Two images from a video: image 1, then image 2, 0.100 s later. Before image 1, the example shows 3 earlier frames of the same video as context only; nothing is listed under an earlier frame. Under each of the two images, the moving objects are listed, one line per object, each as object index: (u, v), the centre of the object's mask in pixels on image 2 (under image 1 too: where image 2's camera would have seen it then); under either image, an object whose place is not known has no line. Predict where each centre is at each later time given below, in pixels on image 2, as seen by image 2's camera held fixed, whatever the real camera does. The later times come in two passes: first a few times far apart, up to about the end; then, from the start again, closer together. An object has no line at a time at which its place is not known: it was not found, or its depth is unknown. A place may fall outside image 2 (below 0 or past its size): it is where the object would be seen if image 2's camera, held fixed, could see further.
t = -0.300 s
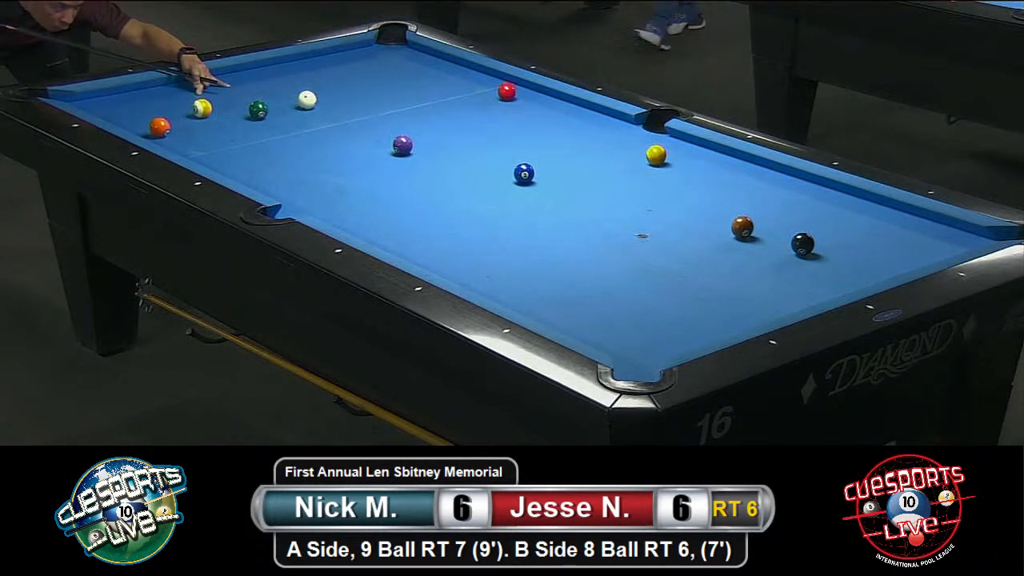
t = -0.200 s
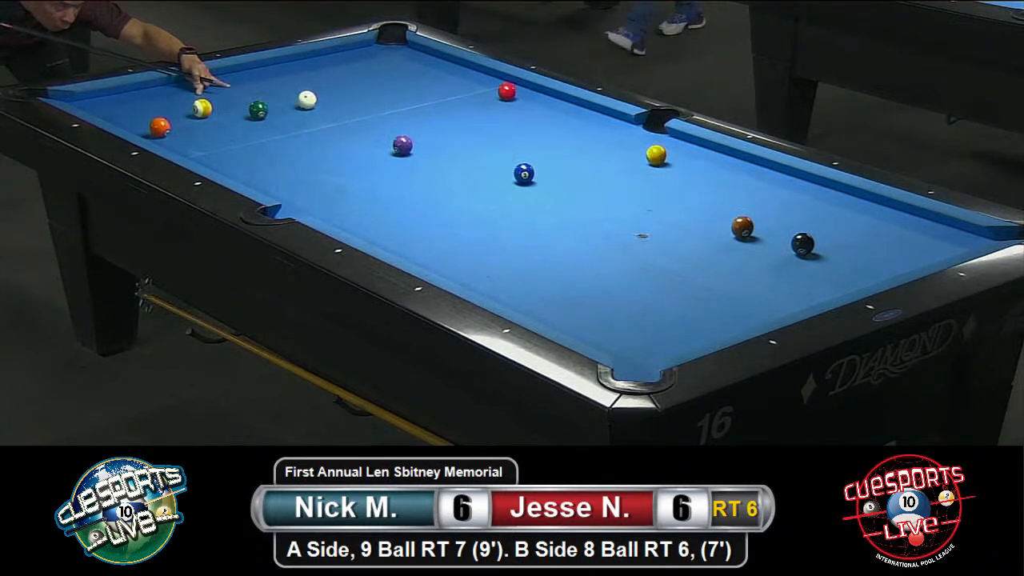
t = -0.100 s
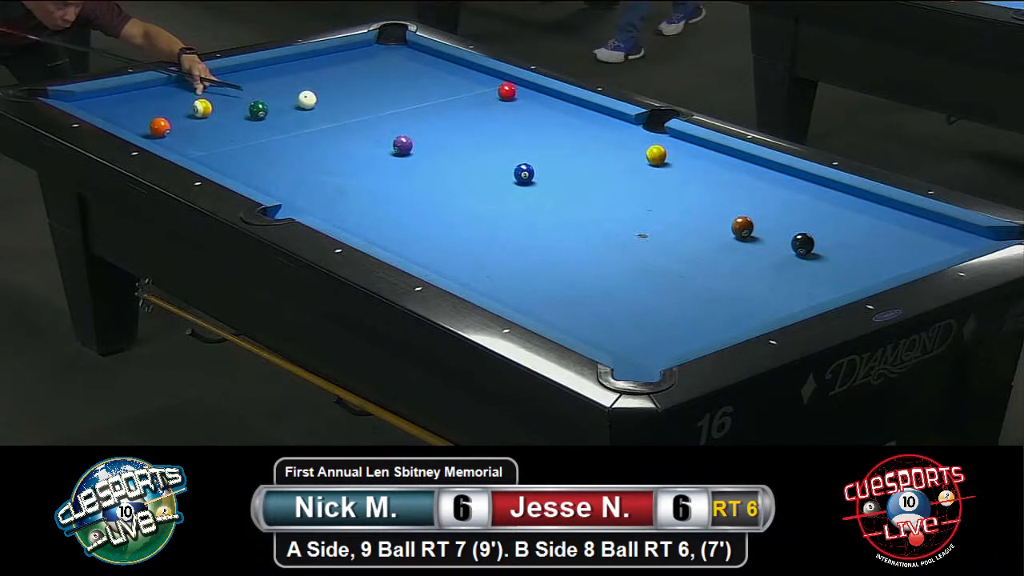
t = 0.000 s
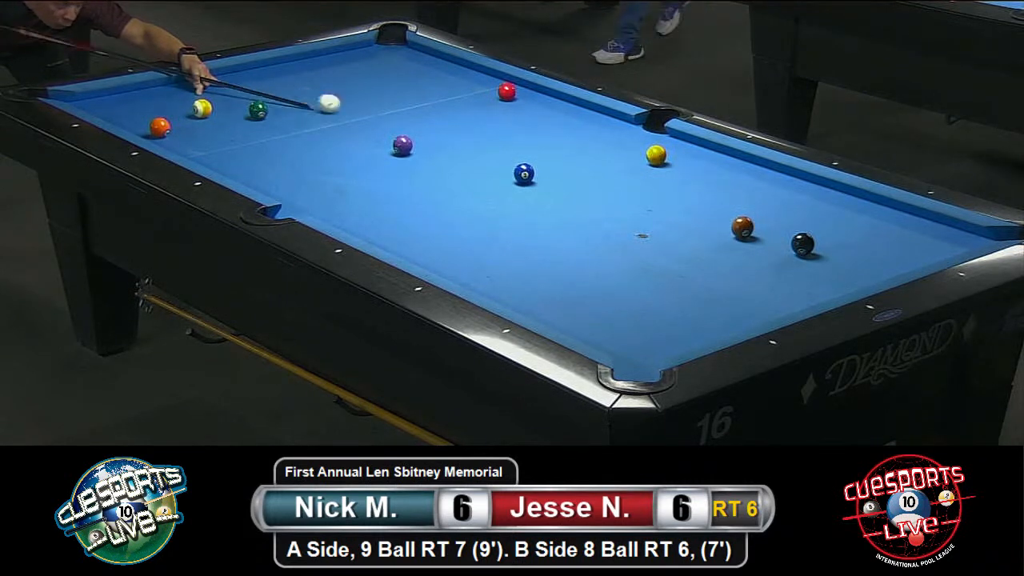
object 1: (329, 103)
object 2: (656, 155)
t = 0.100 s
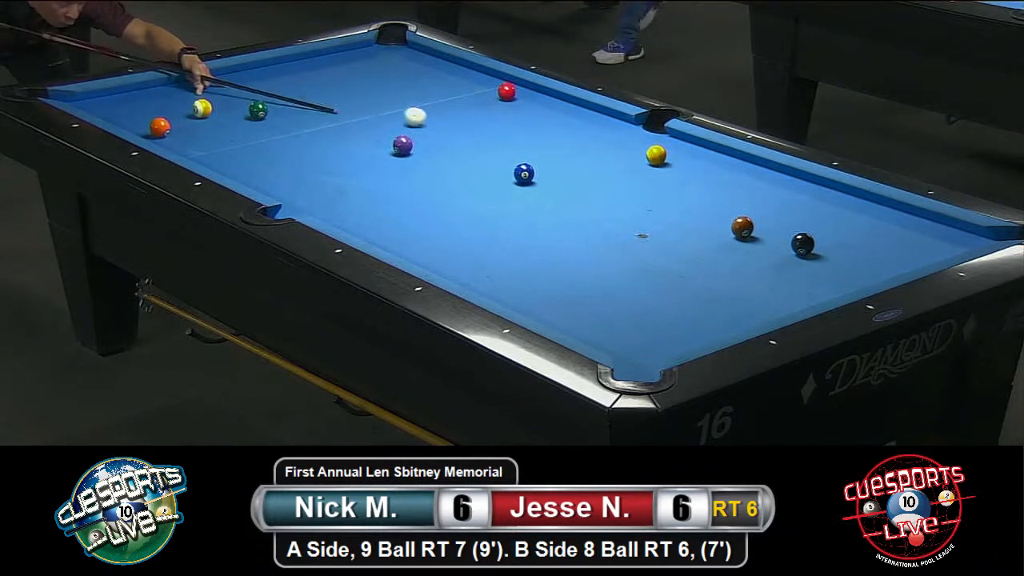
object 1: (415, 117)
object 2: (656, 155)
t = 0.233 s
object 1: (522, 133)
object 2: (656, 155)
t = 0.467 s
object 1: (647, 149)
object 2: (693, 164)
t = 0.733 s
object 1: (670, 143)
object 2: (812, 193)
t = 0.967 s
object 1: (681, 139)
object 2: (917, 217)
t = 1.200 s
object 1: (667, 141)
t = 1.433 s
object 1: (654, 143)
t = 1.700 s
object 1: (641, 146)
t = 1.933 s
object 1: (631, 147)
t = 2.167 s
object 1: (623, 148)
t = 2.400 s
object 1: (616, 150)
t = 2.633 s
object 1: (610, 151)
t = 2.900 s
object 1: (606, 152)
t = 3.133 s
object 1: (603, 152)
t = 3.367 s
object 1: (602, 152)
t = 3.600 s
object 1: (603, 152)
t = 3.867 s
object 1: (603, 152)
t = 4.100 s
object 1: (603, 152)
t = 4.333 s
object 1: (603, 152)
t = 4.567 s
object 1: (603, 152)
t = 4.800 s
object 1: (603, 152)
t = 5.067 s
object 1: (603, 152)
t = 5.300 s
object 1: (603, 152)
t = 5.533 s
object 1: (603, 152)
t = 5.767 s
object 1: (603, 152)
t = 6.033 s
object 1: (603, 152)
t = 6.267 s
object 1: (603, 152)
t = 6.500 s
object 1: (603, 152)
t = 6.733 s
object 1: (603, 152)
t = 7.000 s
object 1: (603, 152)
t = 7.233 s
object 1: (603, 152)
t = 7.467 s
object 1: (603, 152)
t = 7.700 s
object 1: (603, 152)
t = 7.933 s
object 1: (603, 152)
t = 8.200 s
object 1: (603, 152)
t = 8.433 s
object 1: (603, 152)
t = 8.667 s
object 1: (603, 152)
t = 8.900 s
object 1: (603, 152)
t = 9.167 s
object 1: (603, 152)
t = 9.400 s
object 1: (603, 152)
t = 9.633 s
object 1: (603, 152)
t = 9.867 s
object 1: (603, 152)
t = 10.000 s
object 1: (603, 152)
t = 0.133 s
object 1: (443, 121)
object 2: (656, 155)
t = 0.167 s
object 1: (469, 125)
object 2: (656, 155)
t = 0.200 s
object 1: (496, 129)
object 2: (656, 155)
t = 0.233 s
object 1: (522, 133)
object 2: (656, 155)
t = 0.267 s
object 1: (547, 137)
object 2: (656, 155)
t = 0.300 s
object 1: (572, 140)
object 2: (656, 155)
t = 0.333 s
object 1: (595, 144)
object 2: (656, 155)
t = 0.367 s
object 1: (619, 147)
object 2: (656, 155)
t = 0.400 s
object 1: (639, 151)
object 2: (658, 155)
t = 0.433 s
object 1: (644, 150)
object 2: (675, 160)
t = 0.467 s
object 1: (647, 149)
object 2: (693, 164)
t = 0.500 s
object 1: (650, 148)
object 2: (709, 168)
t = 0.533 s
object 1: (653, 147)
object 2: (725, 172)
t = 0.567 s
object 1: (656, 147)
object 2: (741, 176)
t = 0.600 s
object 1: (659, 146)
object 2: (755, 179)
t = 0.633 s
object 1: (662, 145)
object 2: (769, 183)
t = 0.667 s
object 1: (665, 144)
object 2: (784, 186)
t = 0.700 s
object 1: (668, 143)
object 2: (798, 190)
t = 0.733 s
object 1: (670, 143)
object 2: (812, 193)
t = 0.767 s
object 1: (673, 142)
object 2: (827, 196)
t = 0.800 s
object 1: (676, 141)
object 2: (842, 199)
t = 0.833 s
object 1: (679, 140)
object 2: (856, 203)
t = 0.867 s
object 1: (681, 140)
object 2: (871, 206)
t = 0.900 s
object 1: (684, 139)
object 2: (887, 210)
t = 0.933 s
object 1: (683, 139)
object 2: (902, 214)
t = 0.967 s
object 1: (681, 139)
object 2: (917, 217)
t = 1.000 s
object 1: (679, 139)
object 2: (934, 221)
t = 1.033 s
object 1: (677, 140)
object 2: (949, 224)
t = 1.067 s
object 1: (675, 140)
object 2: (966, 229)
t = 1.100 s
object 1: (673, 141)
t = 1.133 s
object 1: (671, 141)
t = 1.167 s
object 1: (669, 141)
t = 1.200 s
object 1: (667, 141)
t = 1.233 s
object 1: (665, 142)
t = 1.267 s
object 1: (663, 142)
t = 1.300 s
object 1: (661, 142)
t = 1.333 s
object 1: (659, 142)
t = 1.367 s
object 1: (658, 143)
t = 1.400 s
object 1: (656, 143)
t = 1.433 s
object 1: (654, 143)
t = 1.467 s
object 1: (652, 144)
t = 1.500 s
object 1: (651, 144)
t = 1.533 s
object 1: (649, 144)
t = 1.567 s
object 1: (648, 144)
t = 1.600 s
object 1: (646, 145)
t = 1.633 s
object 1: (645, 145)
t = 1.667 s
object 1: (643, 145)
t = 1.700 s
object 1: (641, 146)
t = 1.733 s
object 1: (640, 146)
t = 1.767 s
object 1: (639, 146)
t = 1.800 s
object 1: (637, 146)
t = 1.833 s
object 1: (635, 147)
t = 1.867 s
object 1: (634, 147)
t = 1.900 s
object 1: (633, 147)
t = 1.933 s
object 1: (631, 147)
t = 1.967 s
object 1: (630, 148)
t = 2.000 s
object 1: (629, 148)
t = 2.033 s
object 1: (627, 148)
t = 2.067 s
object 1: (626, 148)
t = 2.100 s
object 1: (625, 148)
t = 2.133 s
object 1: (624, 148)
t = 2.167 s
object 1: (623, 148)
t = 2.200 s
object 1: (622, 149)
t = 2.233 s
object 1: (621, 149)
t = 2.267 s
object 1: (620, 149)
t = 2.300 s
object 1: (618, 149)
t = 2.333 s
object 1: (617, 149)
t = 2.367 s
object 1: (617, 150)
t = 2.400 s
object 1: (616, 150)
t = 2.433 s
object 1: (615, 150)
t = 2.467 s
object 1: (614, 150)
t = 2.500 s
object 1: (613, 150)
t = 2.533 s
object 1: (612, 150)
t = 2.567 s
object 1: (611, 150)
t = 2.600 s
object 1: (611, 151)
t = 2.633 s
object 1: (610, 151)
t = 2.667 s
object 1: (609, 151)
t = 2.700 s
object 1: (609, 151)
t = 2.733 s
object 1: (608, 151)
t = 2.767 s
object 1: (608, 151)
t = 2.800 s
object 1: (607, 151)
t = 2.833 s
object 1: (607, 152)
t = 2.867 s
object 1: (606, 152)
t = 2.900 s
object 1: (606, 152)
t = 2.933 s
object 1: (606, 152)
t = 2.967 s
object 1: (605, 152)
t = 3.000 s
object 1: (605, 152)
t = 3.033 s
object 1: (604, 152)
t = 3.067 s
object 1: (604, 152)
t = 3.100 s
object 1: (604, 152)
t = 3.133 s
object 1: (603, 152)
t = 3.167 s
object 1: (603, 152)
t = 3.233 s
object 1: (603, 152)
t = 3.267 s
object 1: (603, 152)
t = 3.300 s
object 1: (603, 152)
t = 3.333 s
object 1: (602, 152)
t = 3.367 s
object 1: (602, 152)
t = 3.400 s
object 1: (602, 152)
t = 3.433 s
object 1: (602, 152)
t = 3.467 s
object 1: (602, 152)
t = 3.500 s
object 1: (602, 152)
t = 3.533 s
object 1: (602, 152)
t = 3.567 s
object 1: (602, 152)
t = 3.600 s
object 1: (603, 152)
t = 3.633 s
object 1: (603, 152)
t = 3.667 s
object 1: (603, 152)
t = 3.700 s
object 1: (603, 152)
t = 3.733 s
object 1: (603, 152)
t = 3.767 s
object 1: (603, 152)
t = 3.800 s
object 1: (603, 152)
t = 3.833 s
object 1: (603, 152)
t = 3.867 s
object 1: (603, 152)
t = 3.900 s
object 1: (603, 152)
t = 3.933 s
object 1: (603, 152)
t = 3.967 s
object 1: (603, 152)
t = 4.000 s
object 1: (603, 152)
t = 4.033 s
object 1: (603, 152)
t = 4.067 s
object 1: (603, 152)
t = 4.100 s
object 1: (603, 152)
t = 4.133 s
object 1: (603, 152)
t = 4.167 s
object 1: (603, 152)
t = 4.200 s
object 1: (603, 152)
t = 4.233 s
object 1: (603, 152)
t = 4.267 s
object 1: (603, 152)
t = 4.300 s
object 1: (603, 152)
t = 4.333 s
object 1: (603, 152)
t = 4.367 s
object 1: (603, 152)
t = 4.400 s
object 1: (603, 152)
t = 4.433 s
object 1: (603, 152)
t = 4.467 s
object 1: (603, 152)
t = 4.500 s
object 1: (603, 152)
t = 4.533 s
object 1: (603, 152)
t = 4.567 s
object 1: (603, 152)
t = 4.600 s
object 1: (603, 152)
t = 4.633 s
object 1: (603, 152)
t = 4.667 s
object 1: (603, 152)
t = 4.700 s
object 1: (603, 152)
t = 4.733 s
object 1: (603, 152)
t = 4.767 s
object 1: (603, 152)
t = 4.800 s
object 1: (603, 152)
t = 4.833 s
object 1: (603, 152)
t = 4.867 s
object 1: (603, 152)
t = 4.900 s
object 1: (603, 152)
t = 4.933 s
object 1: (603, 152)
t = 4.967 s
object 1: (603, 152)
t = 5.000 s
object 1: (603, 152)
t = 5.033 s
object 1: (603, 152)
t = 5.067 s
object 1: (603, 152)
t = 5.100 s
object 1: (603, 152)
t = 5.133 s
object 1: (603, 152)
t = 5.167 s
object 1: (603, 152)
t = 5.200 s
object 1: (603, 152)
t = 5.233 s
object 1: (603, 152)
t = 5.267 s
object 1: (603, 152)
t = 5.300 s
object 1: (603, 152)
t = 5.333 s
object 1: (603, 152)
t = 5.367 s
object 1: (603, 152)
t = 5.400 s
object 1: (603, 152)
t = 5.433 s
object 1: (603, 152)
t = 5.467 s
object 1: (603, 152)
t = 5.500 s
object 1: (603, 152)
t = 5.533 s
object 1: (603, 152)
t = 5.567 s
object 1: (603, 152)
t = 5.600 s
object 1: (603, 152)
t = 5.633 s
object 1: (603, 152)
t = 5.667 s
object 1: (603, 152)
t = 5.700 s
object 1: (603, 152)
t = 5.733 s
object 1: (603, 152)
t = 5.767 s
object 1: (603, 152)
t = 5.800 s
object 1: (603, 152)
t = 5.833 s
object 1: (603, 152)
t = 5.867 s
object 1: (603, 152)
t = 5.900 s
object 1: (603, 152)
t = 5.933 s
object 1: (603, 152)
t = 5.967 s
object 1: (603, 152)
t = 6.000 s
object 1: (603, 152)
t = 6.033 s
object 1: (603, 152)
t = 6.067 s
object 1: (603, 152)
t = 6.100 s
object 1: (603, 152)
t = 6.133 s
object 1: (603, 152)
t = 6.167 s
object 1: (603, 152)
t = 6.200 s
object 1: (603, 152)
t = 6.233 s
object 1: (603, 152)
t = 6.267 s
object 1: (603, 152)
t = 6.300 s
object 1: (603, 152)
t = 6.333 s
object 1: (603, 152)
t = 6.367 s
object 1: (603, 152)
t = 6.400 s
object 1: (603, 152)
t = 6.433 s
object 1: (603, 152)
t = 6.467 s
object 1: (603, 152)
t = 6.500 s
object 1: (603, 152)
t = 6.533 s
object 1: (603, 152)
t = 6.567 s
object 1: (603, 152)
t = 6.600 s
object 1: (603, 152)
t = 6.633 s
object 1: (603, 152)
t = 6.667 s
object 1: (603, 152)
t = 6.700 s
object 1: (603, 152)
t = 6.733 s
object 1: (603, 152)
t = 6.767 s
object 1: (603, 152)
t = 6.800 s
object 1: (603, 152)
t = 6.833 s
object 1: (603, 152)
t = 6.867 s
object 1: (603, 152)
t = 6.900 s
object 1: (603, 152)
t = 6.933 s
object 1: (603, 152)
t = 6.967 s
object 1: (603, 152)
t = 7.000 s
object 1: (603, 152)
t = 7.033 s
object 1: (603, 152)
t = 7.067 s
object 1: (603, 152)
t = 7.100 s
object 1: (603, 152)
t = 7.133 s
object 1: (603, 152)
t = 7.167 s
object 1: (603, 152)
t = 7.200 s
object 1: (603, 152)
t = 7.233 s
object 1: (603, 152)
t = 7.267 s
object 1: (603, 152)
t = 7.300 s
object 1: (603, 152)
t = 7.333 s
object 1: (603, 152)
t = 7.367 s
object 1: (603, 152)
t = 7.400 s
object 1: (603, 152)
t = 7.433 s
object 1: (603, 152)
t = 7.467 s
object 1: (603, 152)
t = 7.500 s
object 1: (603, 152)
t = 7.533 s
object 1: (603, 152)
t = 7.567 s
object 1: (603, 152)
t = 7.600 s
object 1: (603, 152)
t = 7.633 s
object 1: (603, 152)
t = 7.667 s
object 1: (603, 152)
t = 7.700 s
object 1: (603, 152)
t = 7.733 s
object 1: (603, 152)
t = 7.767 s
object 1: (603, 152)
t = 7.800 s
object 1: (603, 152)
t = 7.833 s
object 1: (603, 152)
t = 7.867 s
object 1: (603, 152)
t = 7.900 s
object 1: (603, 152)
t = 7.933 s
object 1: (603, 152)
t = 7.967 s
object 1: (603, 152)
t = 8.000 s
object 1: (603, 152)
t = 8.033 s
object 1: (603, 152)
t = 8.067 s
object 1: (603, 152)
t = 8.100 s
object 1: (603, 152)
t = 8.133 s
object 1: (603, 152)
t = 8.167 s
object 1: (603, 152)
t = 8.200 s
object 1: (603, 152)
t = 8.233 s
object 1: (603, 152)
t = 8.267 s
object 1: (603, 152)
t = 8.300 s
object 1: (603, 152)
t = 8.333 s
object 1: (603, 152)
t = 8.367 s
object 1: (603, 152)
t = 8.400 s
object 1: (603, 152)
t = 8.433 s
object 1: (603, 152)
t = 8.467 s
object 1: (603, 152)
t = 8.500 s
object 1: (603, 152)
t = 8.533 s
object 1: (603, 152)
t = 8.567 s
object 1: (603, 152)
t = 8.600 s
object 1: (603, 152)
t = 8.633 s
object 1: (603, 152)
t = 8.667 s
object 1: (603, 152)
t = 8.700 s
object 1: (603, 152)
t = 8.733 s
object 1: (603, 152)
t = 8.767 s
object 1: (603, 152)
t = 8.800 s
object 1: (603, 152)
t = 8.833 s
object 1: (603, 152)
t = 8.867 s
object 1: (603, 152)
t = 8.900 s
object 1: (603, 152)
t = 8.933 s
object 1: (603, 152)
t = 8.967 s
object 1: (603, 152)
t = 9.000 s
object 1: (603, 152)
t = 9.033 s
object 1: (603, 152)
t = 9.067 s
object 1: (603, 152)
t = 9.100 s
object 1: (603, 152)
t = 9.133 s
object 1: (603, 152)
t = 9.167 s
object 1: (603, 152)
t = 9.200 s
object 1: (603, 152)
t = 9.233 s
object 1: (603, 152)
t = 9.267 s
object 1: (603, 152)
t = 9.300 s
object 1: (603, 152)
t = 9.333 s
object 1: (603, 152)
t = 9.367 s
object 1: (603, 152)
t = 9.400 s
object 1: (603, 152)
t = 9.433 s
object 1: (603, 152)
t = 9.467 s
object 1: (603, 152)
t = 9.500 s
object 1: (603, 152)
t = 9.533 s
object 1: (603, 152)
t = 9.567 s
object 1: (603, 152)
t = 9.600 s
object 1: (603, 152)
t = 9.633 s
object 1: (603, 152)
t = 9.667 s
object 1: (603, 152)
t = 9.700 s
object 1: (603, 152)
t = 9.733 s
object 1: (603, 152)
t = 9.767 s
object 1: (603, 152)
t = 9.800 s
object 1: (603, 152)
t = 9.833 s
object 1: (603, 152)
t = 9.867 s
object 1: (603, 152)
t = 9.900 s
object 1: (603, 152)
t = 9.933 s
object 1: (603, 152)
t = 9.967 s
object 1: (603, 152)
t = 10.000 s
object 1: (603, 152)
